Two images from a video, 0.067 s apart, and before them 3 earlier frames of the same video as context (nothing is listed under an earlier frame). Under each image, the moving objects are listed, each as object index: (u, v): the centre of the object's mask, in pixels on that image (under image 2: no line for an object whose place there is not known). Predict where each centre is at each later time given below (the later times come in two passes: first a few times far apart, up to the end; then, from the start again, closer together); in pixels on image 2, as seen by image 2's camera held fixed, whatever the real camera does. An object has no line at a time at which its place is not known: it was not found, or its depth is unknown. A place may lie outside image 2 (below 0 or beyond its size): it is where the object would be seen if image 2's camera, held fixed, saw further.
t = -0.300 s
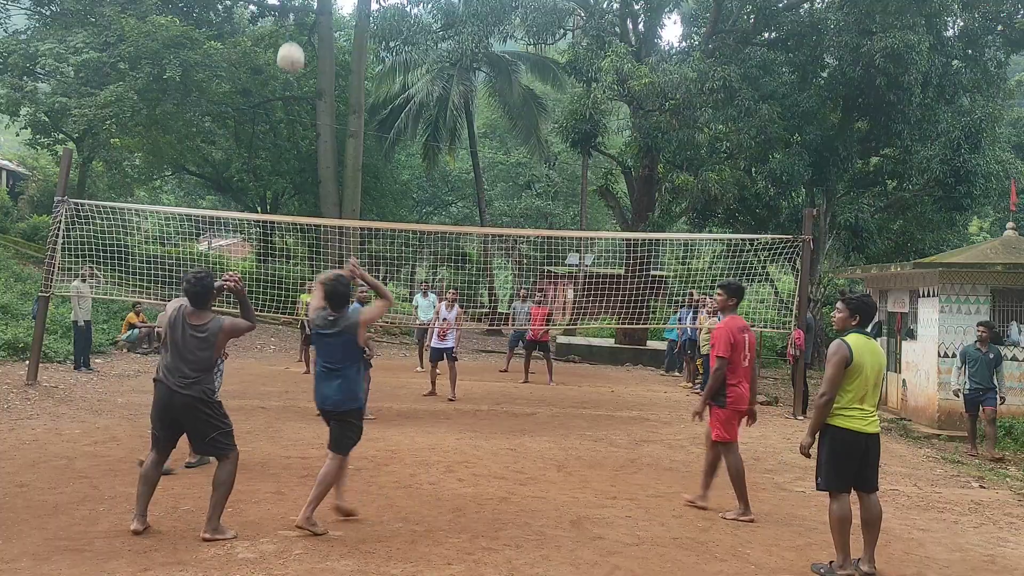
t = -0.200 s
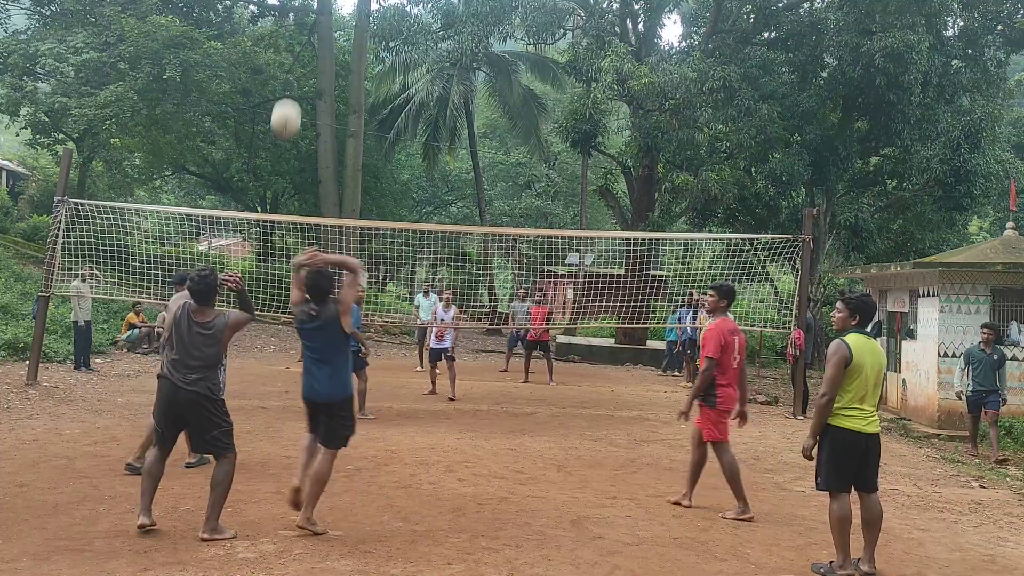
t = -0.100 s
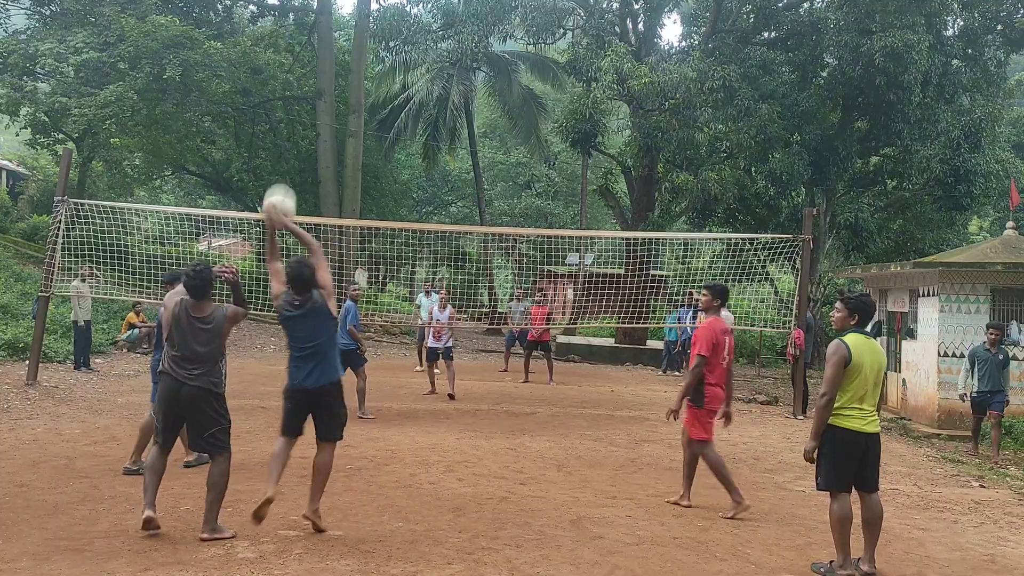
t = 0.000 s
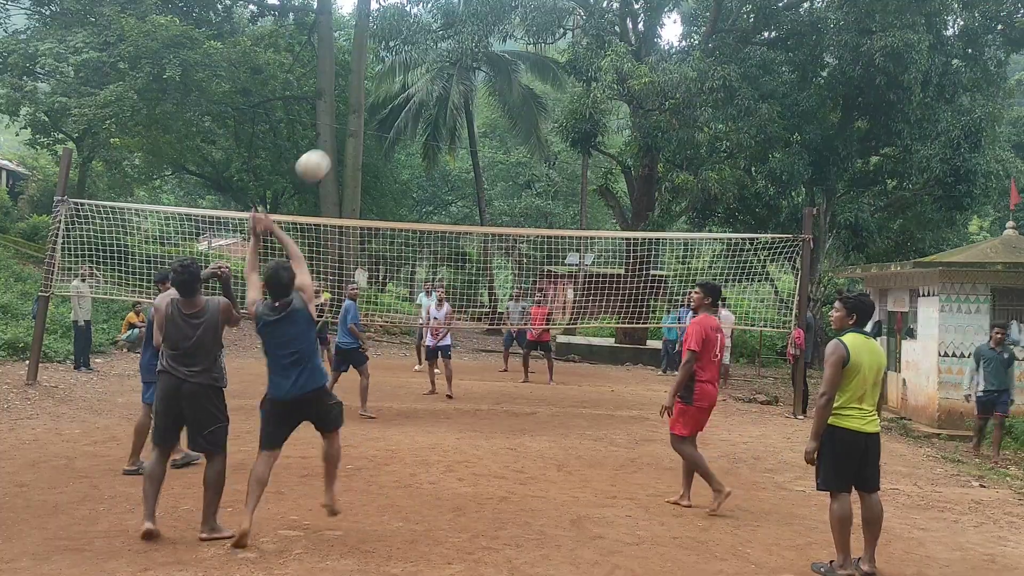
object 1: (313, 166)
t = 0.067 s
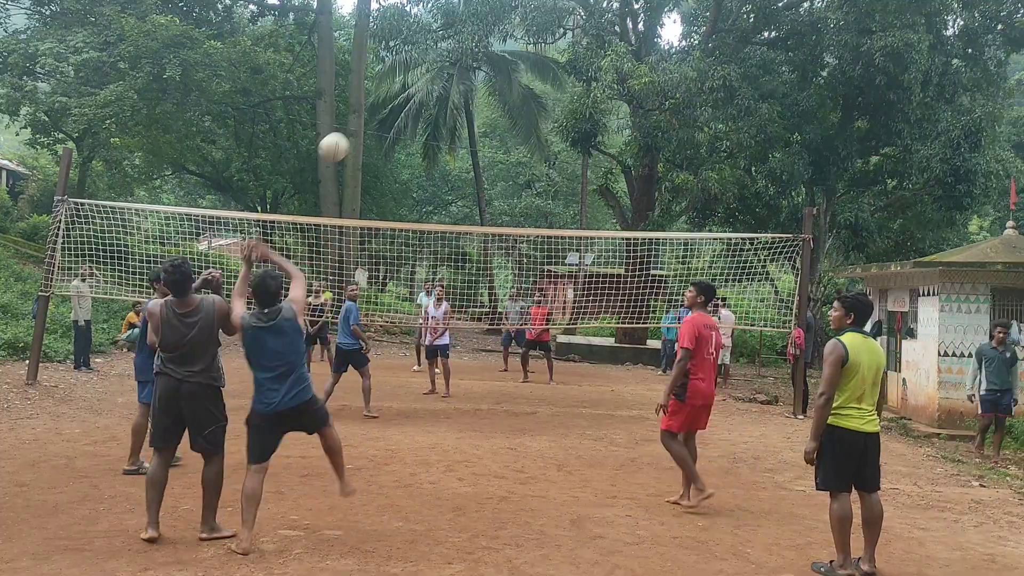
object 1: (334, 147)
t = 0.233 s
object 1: (372, 134)
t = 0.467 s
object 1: (410, 165)
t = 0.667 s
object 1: (433, 219)
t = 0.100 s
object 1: (343, 141)
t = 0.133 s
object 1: (351, 137)
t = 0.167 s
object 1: (359, 134)
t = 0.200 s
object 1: (366, 133)
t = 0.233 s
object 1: (372, 134)
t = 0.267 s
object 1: (379, 135)
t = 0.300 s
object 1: (385, 138)
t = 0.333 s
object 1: (391, 142)
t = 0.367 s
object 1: (396, 147)
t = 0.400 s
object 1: (401, 152)
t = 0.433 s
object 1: (405, 158)
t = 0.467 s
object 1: (410, 165)
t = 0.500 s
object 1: (415, 172)
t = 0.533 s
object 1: (419, 180)
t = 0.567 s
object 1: (423, 189)
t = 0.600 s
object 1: (427, 198)
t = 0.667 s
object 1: (433, 219)
